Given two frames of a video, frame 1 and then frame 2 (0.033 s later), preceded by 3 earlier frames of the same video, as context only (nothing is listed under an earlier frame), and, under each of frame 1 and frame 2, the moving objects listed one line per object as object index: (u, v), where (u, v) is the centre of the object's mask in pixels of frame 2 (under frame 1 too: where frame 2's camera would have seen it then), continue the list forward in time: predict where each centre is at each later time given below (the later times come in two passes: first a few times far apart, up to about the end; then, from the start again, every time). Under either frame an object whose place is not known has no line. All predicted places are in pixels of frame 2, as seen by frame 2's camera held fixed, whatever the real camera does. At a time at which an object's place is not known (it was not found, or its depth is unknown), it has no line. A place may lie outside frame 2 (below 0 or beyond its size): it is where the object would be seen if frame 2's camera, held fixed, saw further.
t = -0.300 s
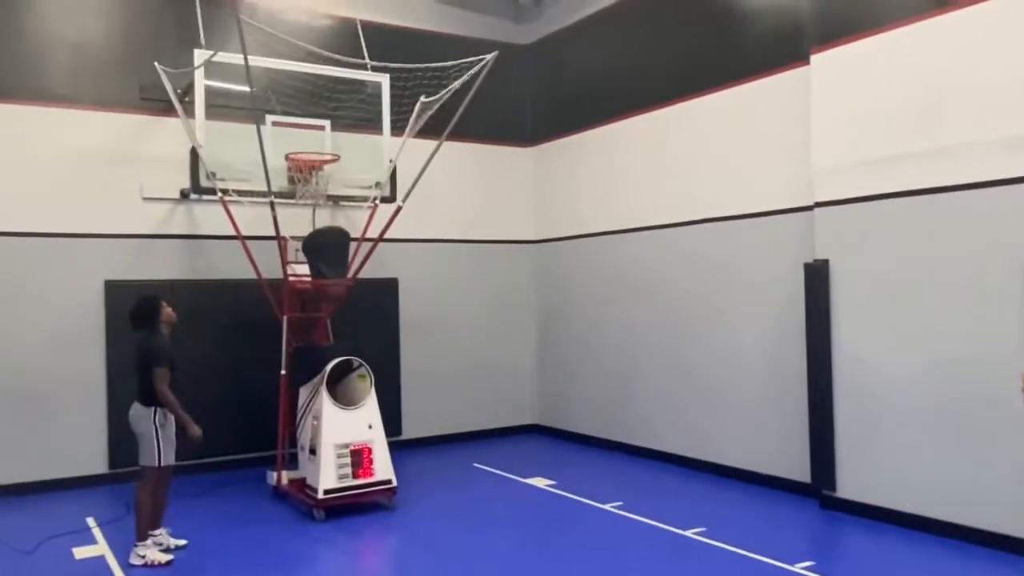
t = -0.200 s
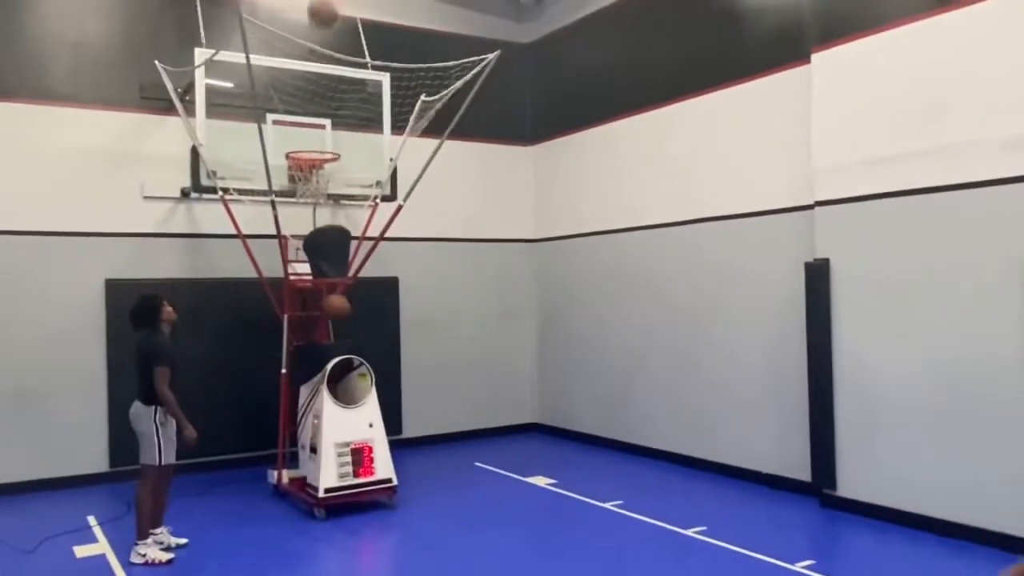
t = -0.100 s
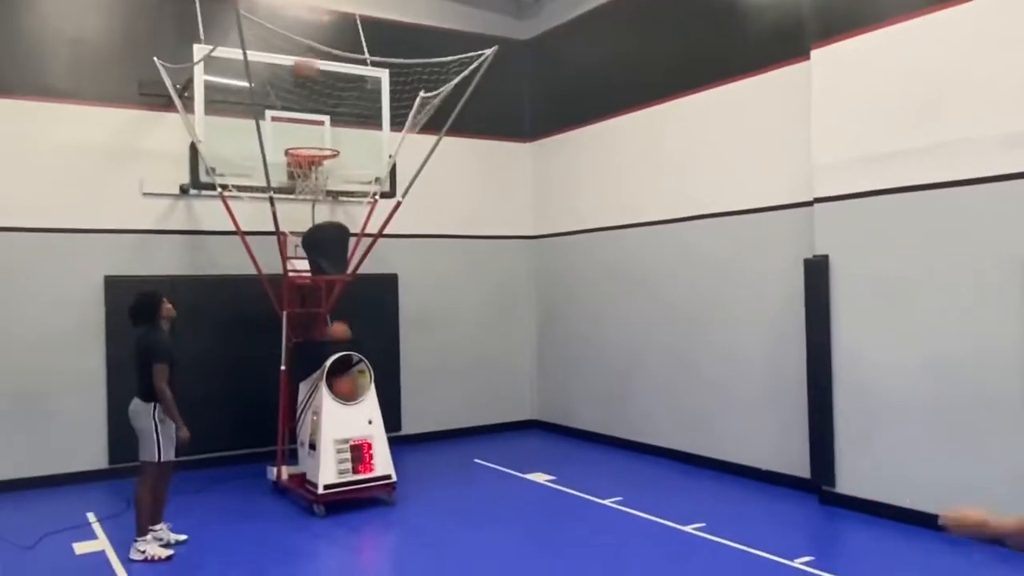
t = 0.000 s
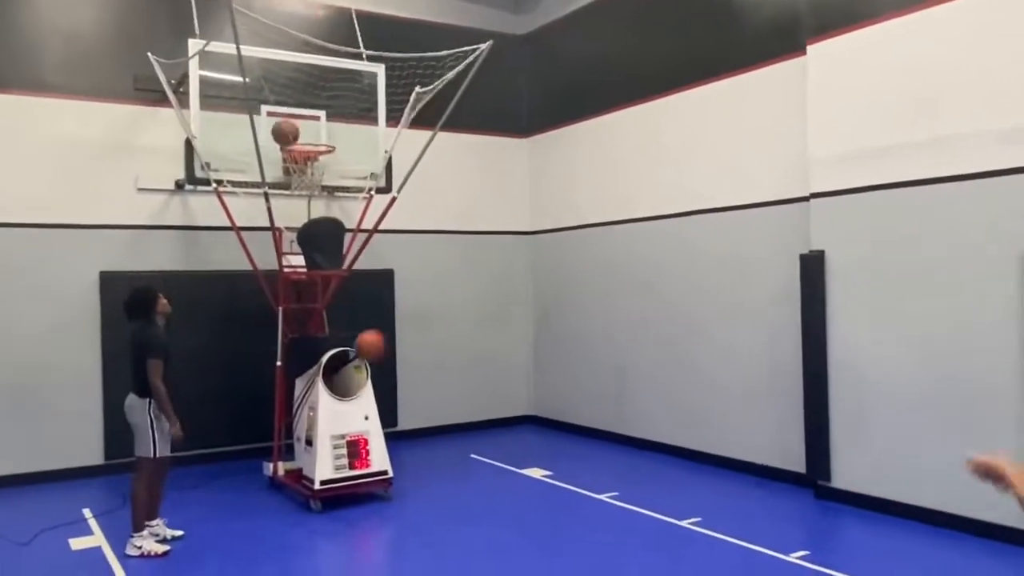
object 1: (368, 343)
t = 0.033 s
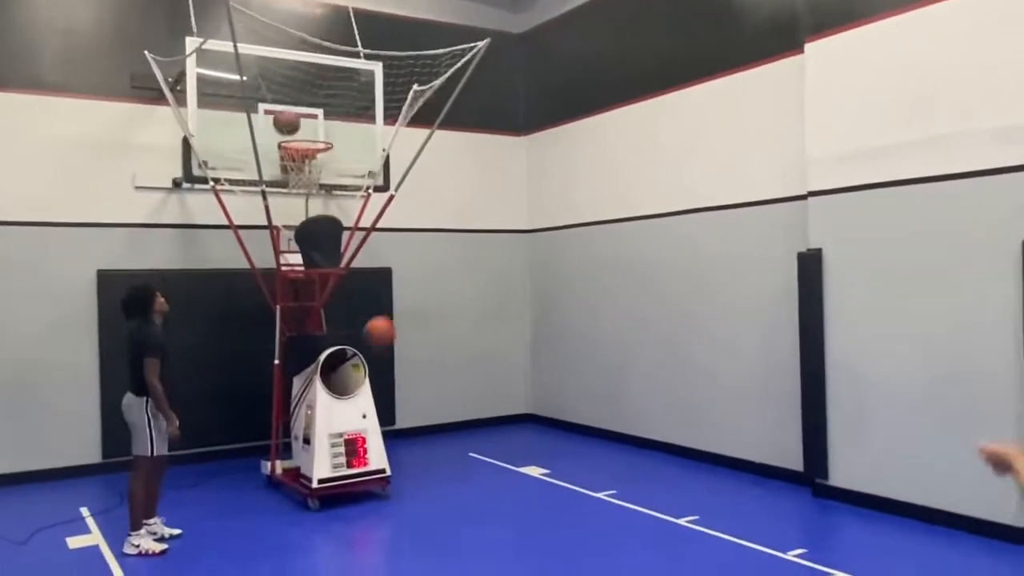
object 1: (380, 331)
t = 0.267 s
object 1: (486, 279)
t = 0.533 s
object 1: (695, 318)
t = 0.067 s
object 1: (393, 322)
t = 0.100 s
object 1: (406, 312)
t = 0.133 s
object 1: (420, 304)
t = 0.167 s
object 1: (435, 296)
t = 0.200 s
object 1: (450, 289)
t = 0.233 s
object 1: (468, 284)
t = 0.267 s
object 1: (486, 279)
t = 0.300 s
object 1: (506, 276)
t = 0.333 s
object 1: (527, 275)
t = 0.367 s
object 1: (549, 276)
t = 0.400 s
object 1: (573, 279)
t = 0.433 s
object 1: (600, 284)
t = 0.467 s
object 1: (630, 292)
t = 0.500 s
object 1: (660, 303)
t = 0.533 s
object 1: (695, 318)
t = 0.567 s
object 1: (732, 337)
